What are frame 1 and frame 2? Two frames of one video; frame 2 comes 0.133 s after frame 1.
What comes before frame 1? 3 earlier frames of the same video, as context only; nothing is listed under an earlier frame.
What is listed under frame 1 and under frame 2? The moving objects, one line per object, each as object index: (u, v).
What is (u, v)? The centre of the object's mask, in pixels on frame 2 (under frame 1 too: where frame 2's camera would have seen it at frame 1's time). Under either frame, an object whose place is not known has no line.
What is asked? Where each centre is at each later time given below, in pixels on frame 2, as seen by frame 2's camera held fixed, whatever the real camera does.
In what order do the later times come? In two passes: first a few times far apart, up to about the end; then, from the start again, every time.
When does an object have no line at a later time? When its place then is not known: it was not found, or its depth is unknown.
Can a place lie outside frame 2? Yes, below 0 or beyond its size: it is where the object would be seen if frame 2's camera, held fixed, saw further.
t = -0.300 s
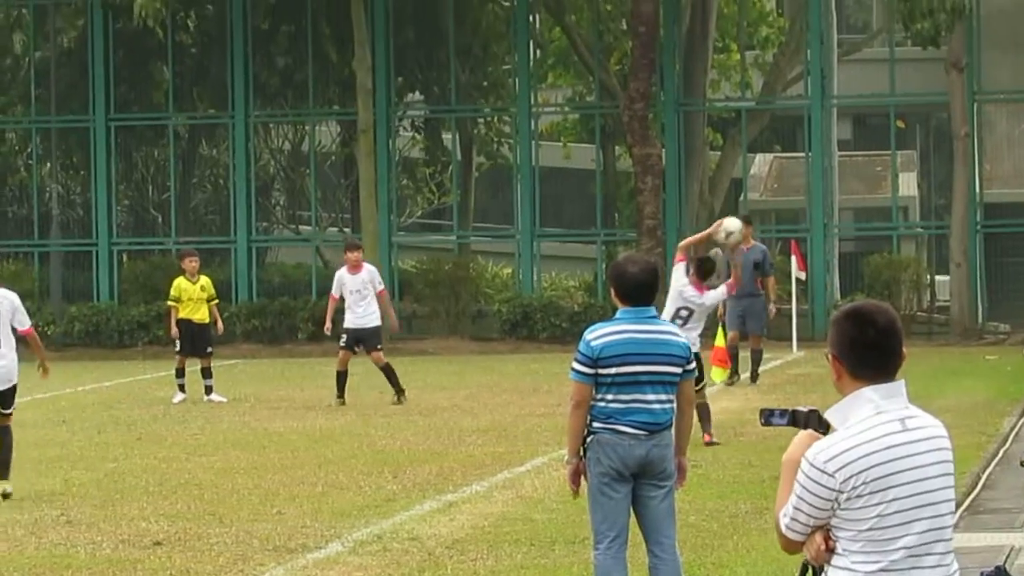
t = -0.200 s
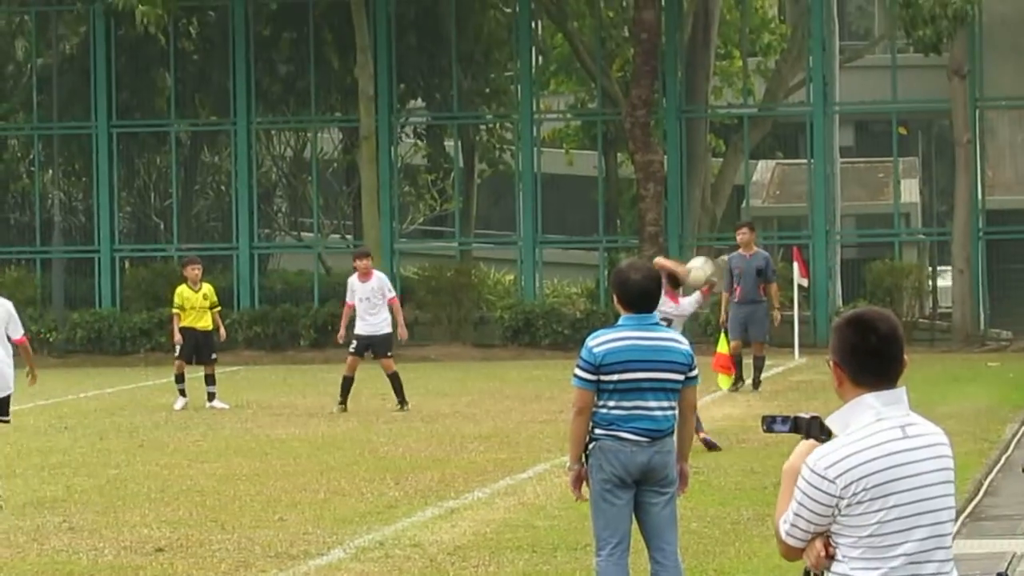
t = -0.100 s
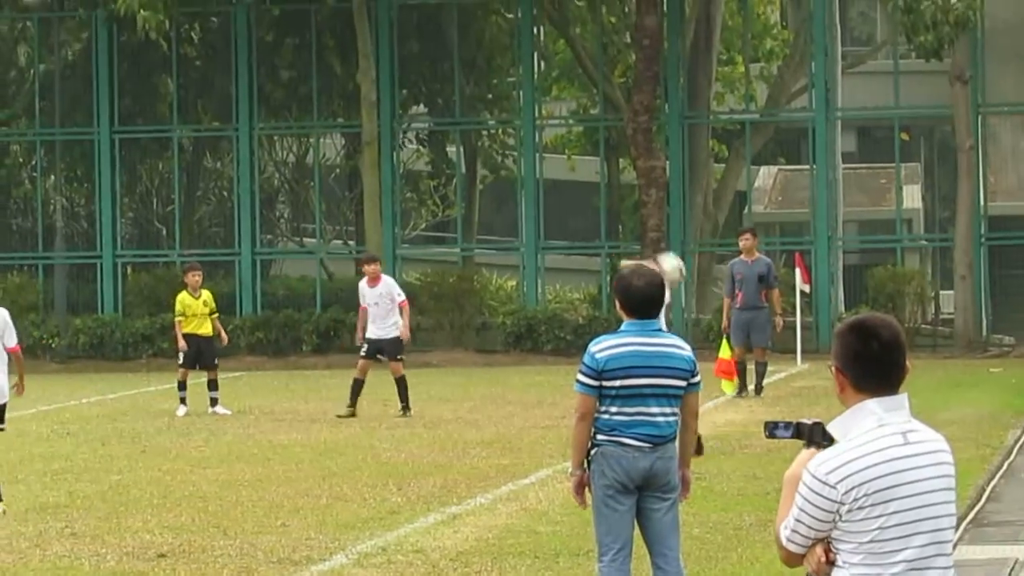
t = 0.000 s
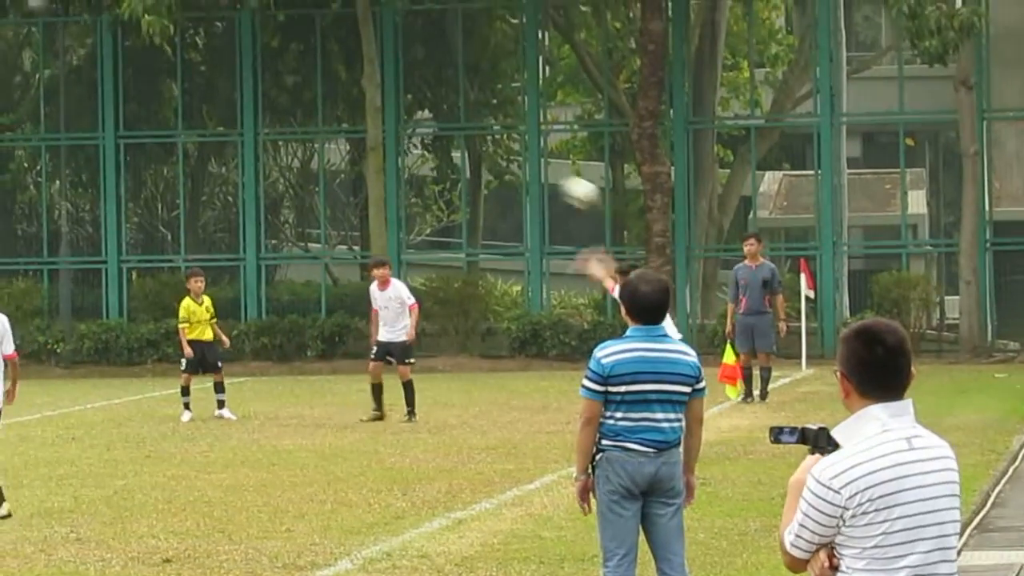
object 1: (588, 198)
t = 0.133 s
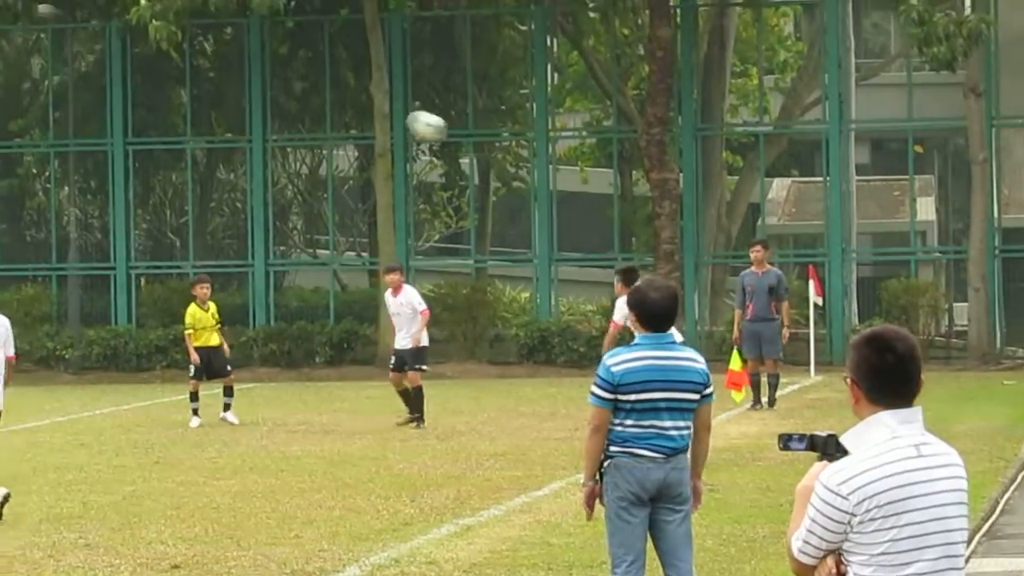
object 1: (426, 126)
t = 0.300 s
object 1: (241, 68)
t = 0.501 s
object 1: (44, 45)
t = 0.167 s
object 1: (387, 111)
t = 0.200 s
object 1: (350, 99)
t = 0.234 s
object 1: (313, 87)
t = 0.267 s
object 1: (277, 77)
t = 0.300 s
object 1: (241, 68)
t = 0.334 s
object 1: (206, 61)
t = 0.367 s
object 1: (172, 55)
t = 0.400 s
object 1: (139, 51)
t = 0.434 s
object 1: (105, 48)
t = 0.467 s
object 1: (72, 46)
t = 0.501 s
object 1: (44, 45)
